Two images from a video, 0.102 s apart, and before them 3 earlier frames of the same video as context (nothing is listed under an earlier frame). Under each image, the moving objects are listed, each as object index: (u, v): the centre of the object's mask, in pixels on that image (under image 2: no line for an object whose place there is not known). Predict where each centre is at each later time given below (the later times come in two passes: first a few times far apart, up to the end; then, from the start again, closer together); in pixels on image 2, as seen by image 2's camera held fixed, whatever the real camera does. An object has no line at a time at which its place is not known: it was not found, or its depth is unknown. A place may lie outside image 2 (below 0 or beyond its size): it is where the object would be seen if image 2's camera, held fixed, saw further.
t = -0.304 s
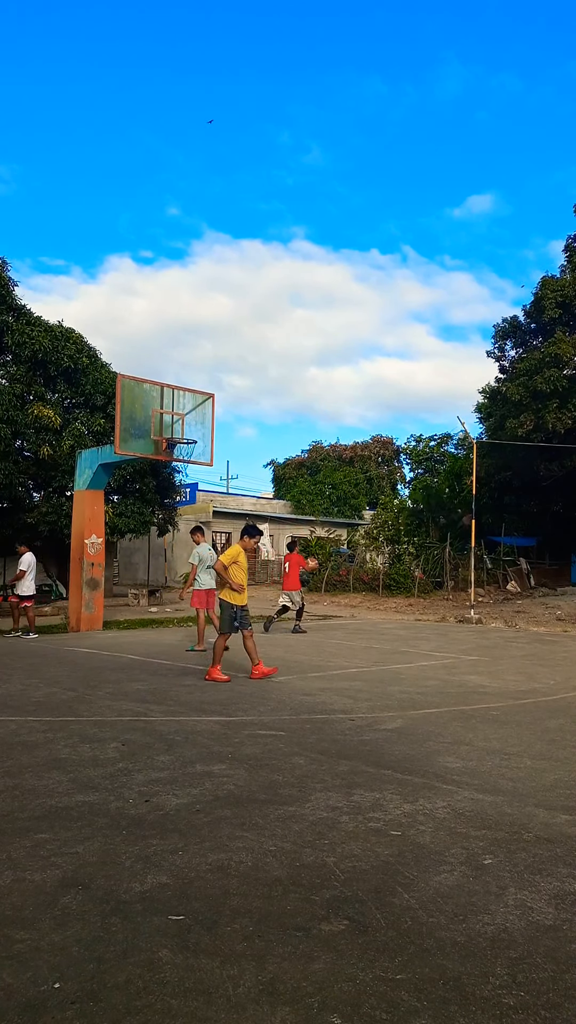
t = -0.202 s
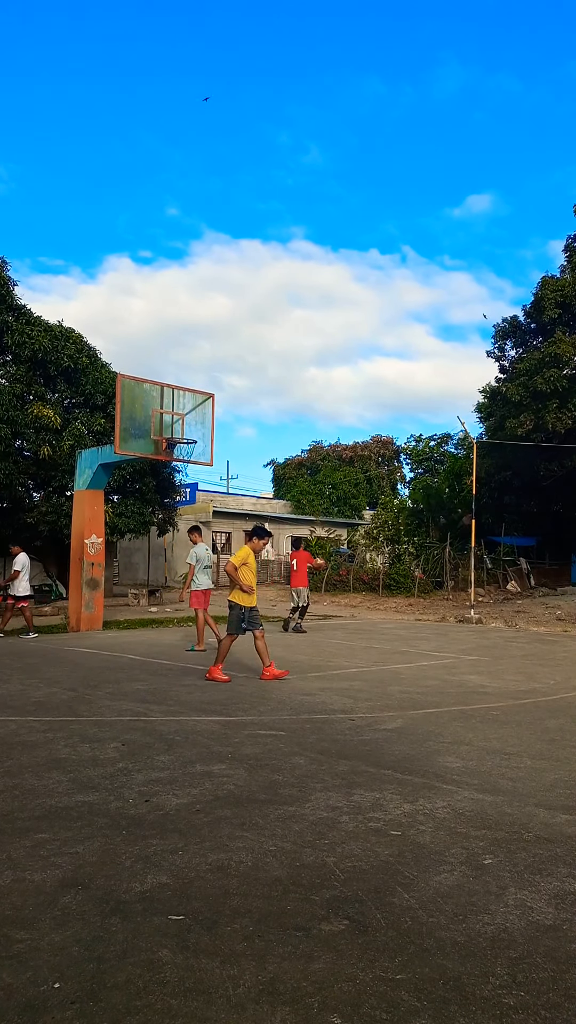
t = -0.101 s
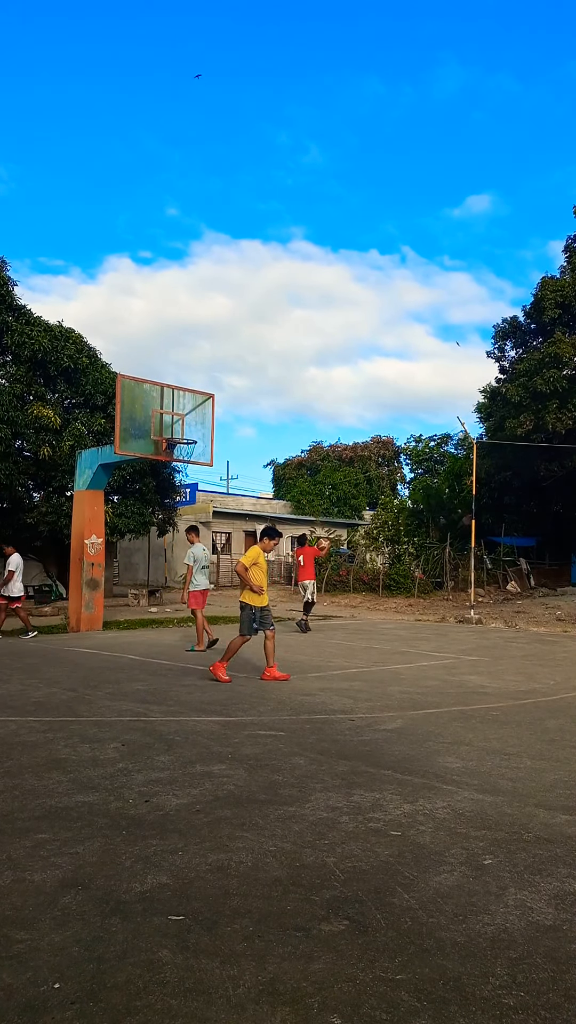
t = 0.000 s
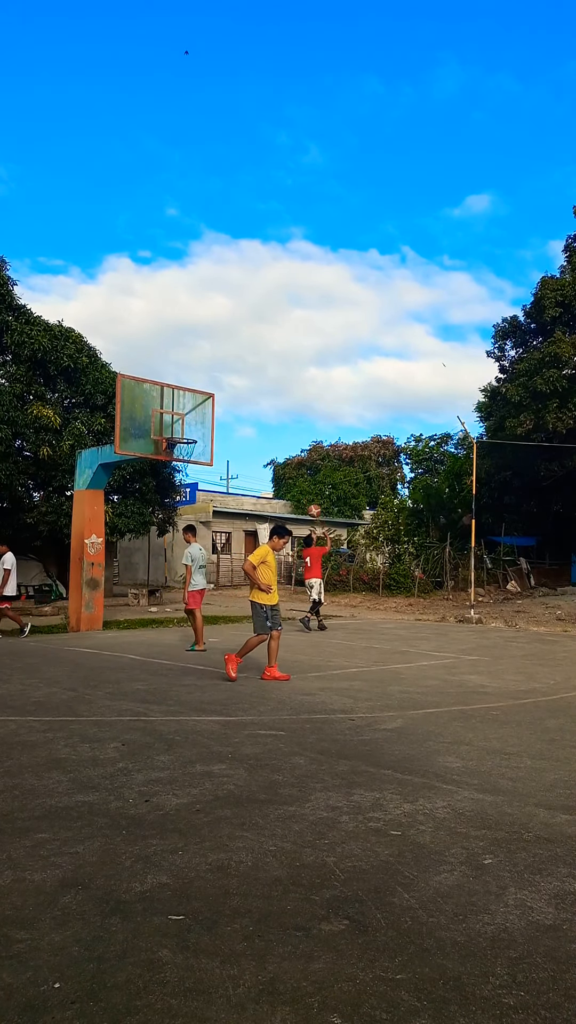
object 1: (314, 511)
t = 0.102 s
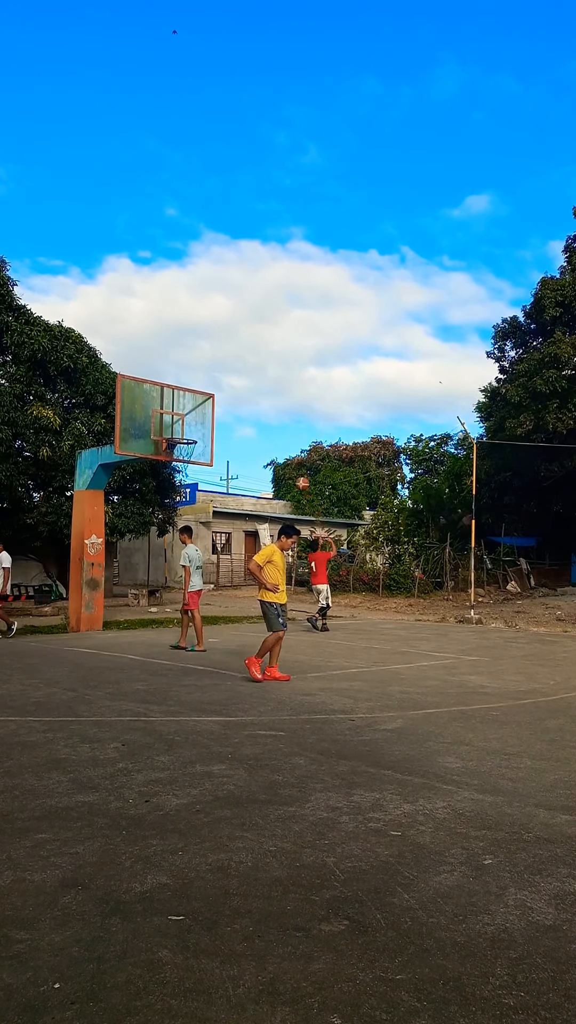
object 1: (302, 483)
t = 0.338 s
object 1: (273, 439)
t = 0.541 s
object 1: (246, 425)
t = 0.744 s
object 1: (218, 435)
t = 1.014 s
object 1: (177, 489)
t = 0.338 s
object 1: (273, 439)
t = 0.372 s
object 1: (269, 435)
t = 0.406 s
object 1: (264, 432)
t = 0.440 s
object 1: (260, 429)
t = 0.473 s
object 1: (255, 427)
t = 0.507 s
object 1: (251, 426)
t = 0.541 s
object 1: (246, 425)
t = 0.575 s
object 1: (241, 425)
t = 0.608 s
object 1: (237, 426)
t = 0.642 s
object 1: (232, 427)
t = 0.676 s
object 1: (227, 429)
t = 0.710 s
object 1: (222, 432)
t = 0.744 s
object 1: (218, 435)
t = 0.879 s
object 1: (198, 456)
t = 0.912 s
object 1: (193, 463)
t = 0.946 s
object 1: (187, 471)
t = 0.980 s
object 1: (182, 479)
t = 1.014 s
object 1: (177, 489)
